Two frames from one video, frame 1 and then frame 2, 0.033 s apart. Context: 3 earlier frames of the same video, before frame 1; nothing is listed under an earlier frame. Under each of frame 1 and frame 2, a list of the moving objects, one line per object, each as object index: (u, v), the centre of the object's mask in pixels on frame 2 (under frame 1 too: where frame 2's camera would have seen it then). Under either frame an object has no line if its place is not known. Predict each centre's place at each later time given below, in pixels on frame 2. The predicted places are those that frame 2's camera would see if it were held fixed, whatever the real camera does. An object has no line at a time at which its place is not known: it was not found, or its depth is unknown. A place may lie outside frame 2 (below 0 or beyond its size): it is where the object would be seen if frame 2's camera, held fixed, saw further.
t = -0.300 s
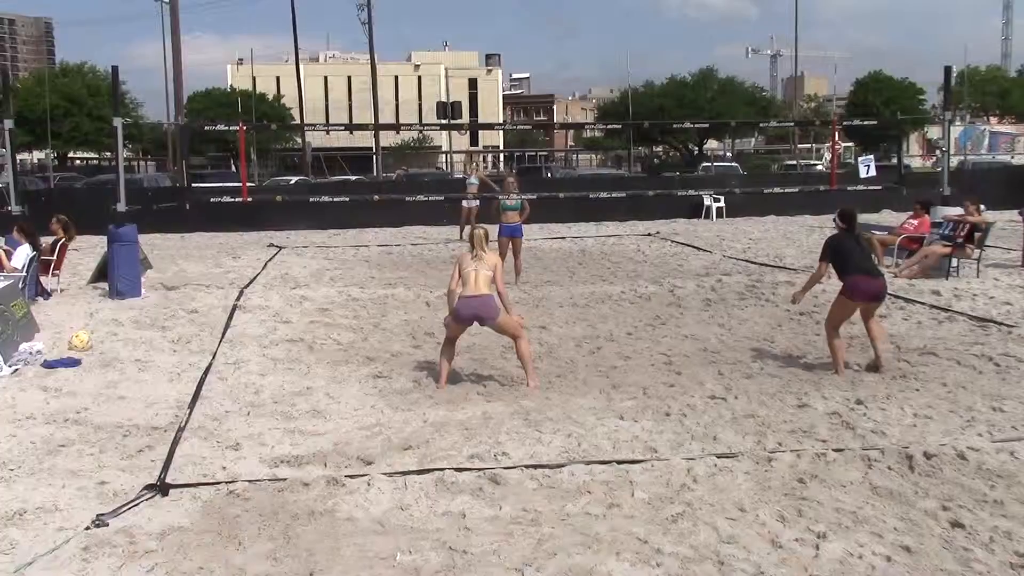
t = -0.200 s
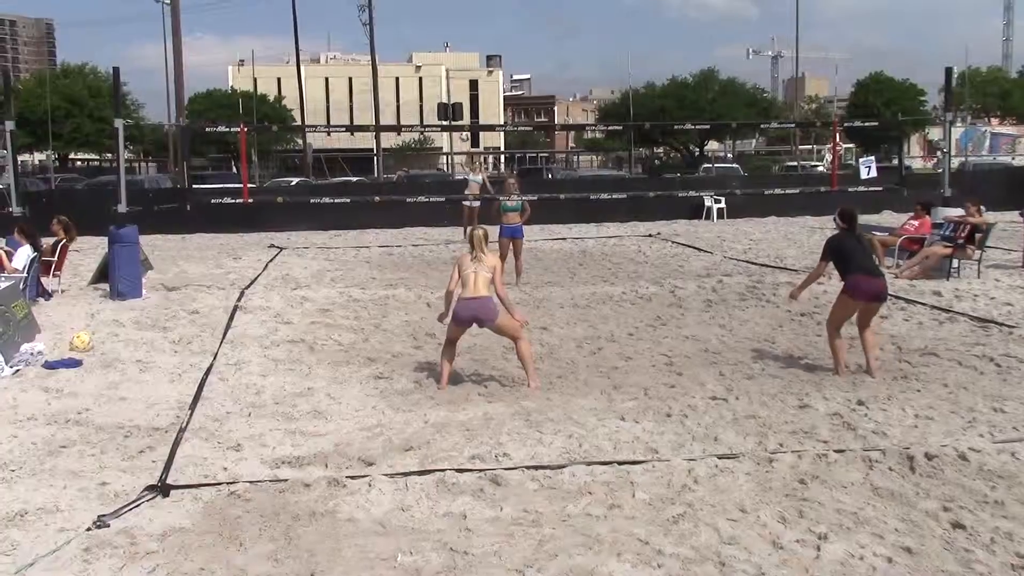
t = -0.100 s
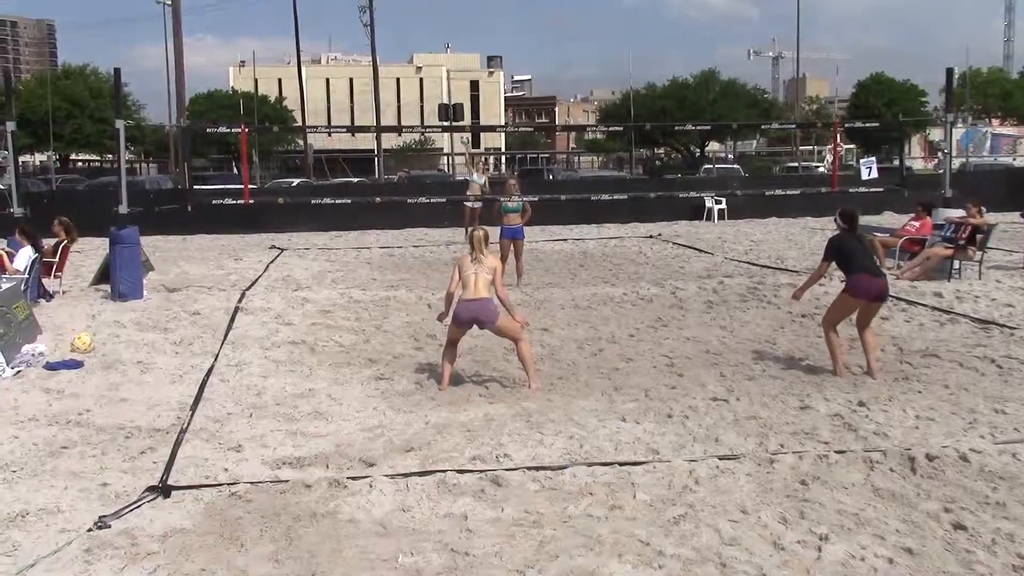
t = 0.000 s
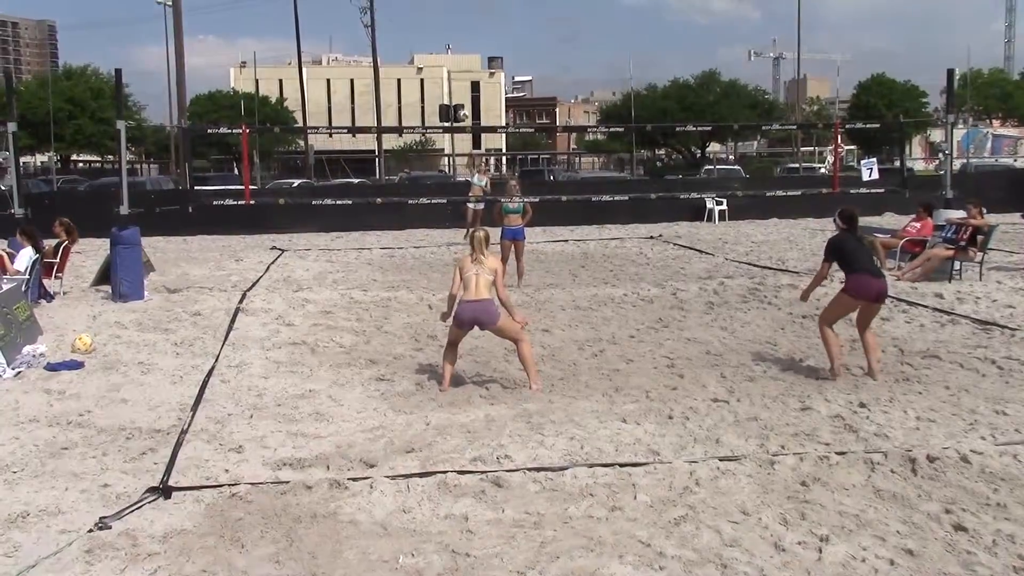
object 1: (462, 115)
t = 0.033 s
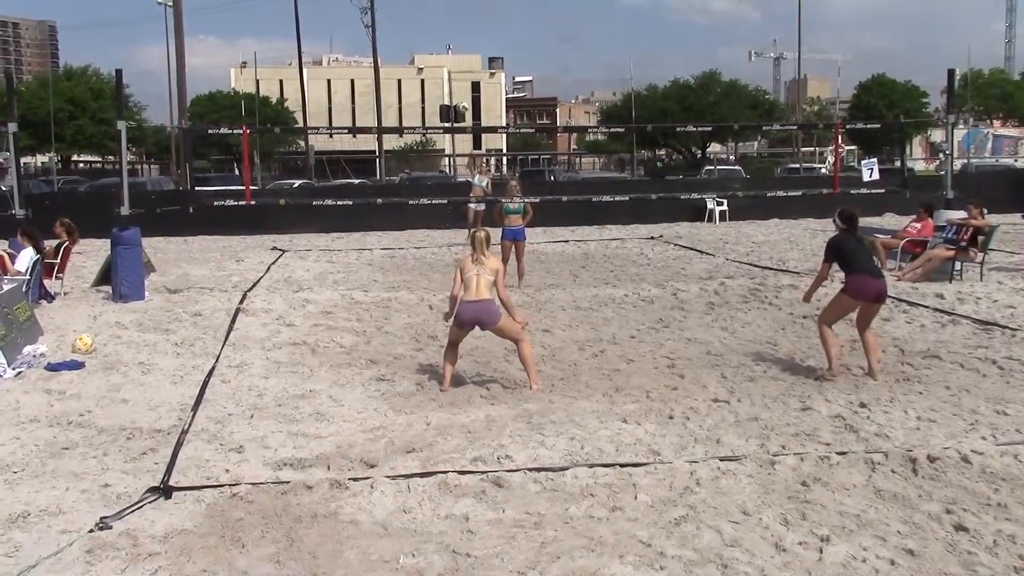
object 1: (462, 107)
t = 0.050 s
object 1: (462, 103)
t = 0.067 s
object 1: (461, 100)
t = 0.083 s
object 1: (461, 95)
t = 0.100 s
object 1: (460, 92)
